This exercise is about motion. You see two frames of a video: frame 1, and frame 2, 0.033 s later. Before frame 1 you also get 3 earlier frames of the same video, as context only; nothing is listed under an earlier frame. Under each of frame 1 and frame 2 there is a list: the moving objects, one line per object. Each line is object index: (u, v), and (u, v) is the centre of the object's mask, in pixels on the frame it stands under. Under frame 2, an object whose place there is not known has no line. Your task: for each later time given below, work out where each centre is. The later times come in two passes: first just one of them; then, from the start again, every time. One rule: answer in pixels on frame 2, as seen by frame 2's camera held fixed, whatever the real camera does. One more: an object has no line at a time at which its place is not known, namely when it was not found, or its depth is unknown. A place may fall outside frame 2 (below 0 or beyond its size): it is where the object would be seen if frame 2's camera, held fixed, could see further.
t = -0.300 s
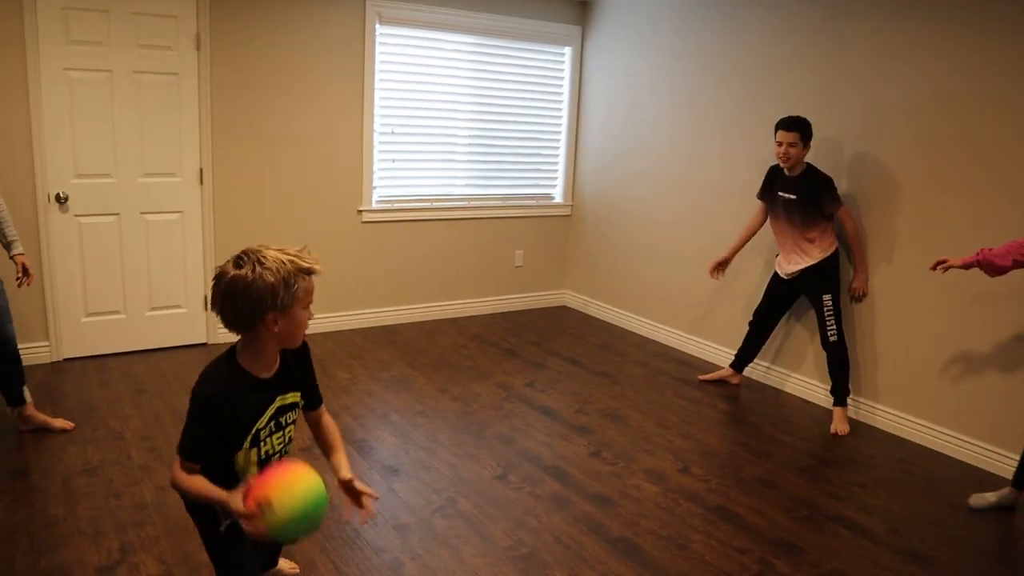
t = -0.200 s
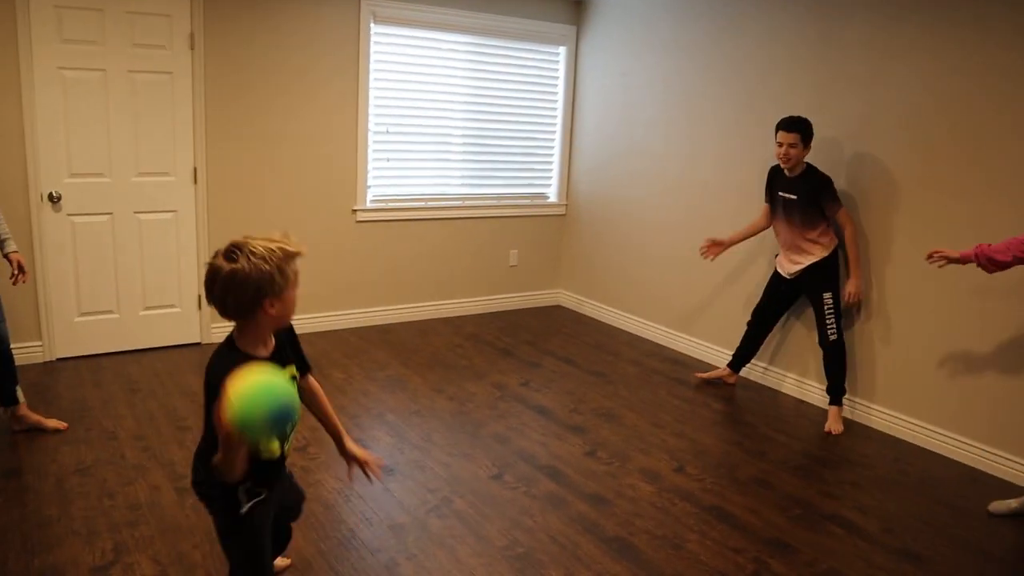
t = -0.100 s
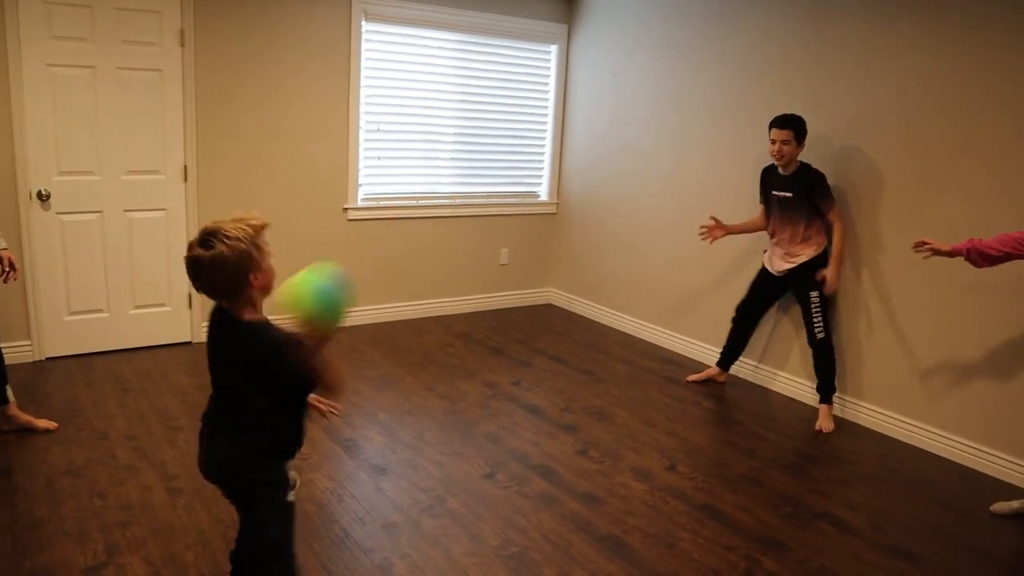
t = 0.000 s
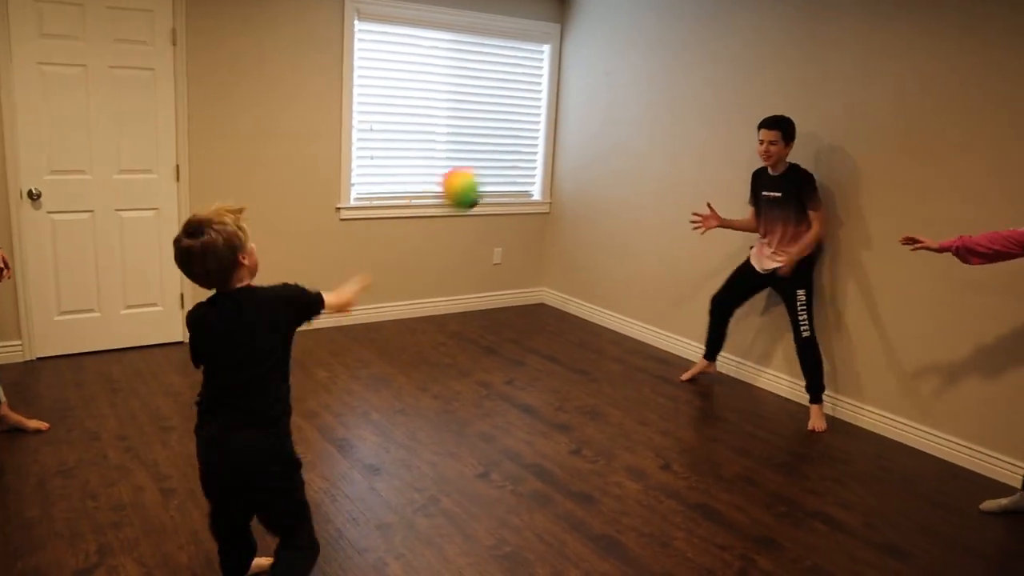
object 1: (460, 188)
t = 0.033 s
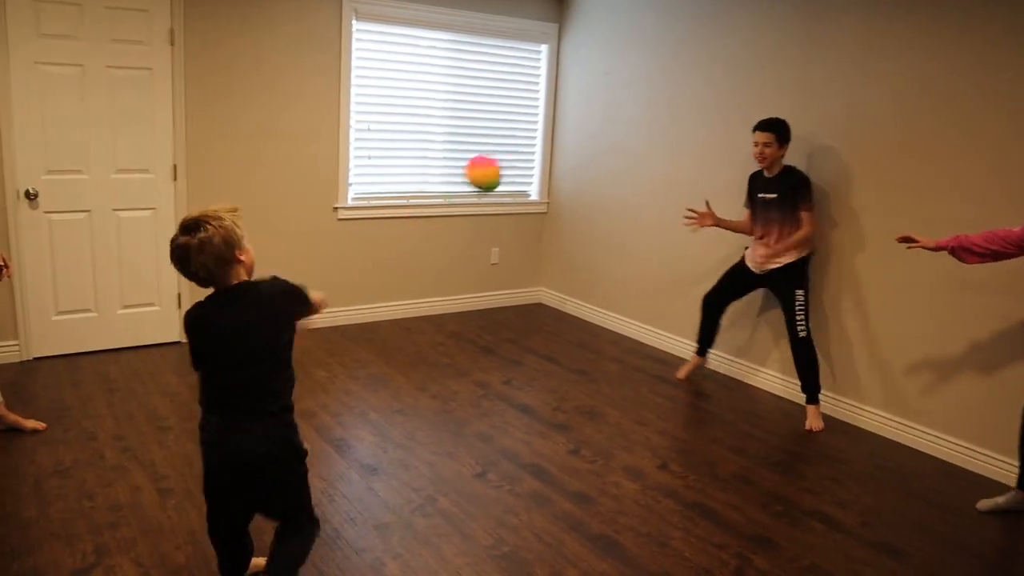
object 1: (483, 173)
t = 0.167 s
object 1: (542, 151)
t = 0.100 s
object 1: (518, 157)
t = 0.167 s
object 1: (542, 151)
